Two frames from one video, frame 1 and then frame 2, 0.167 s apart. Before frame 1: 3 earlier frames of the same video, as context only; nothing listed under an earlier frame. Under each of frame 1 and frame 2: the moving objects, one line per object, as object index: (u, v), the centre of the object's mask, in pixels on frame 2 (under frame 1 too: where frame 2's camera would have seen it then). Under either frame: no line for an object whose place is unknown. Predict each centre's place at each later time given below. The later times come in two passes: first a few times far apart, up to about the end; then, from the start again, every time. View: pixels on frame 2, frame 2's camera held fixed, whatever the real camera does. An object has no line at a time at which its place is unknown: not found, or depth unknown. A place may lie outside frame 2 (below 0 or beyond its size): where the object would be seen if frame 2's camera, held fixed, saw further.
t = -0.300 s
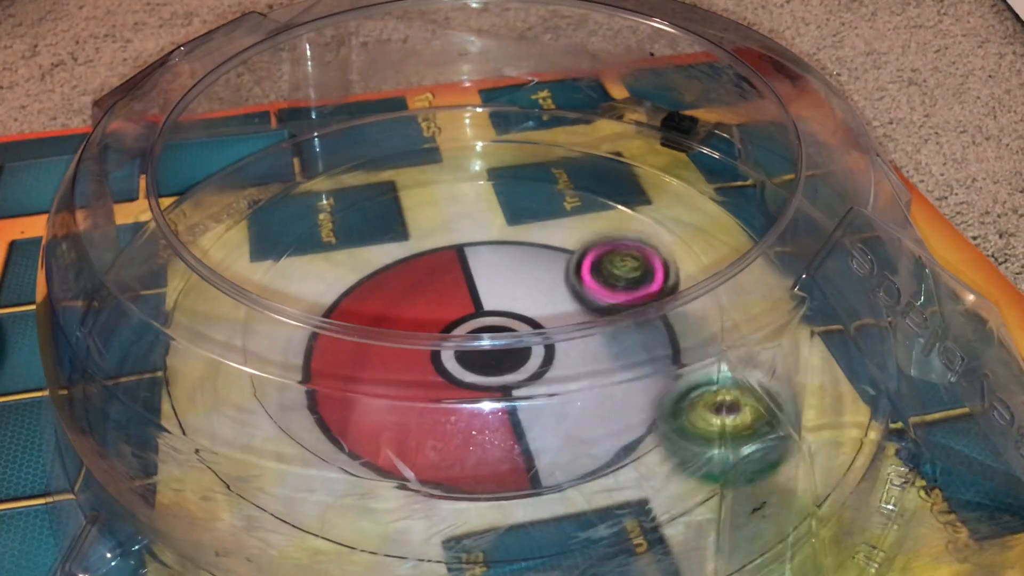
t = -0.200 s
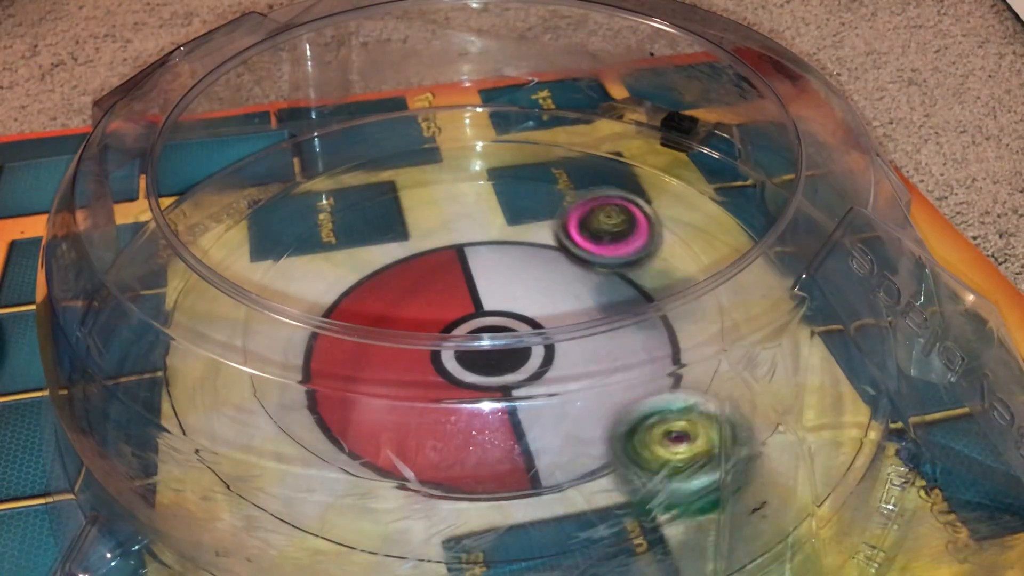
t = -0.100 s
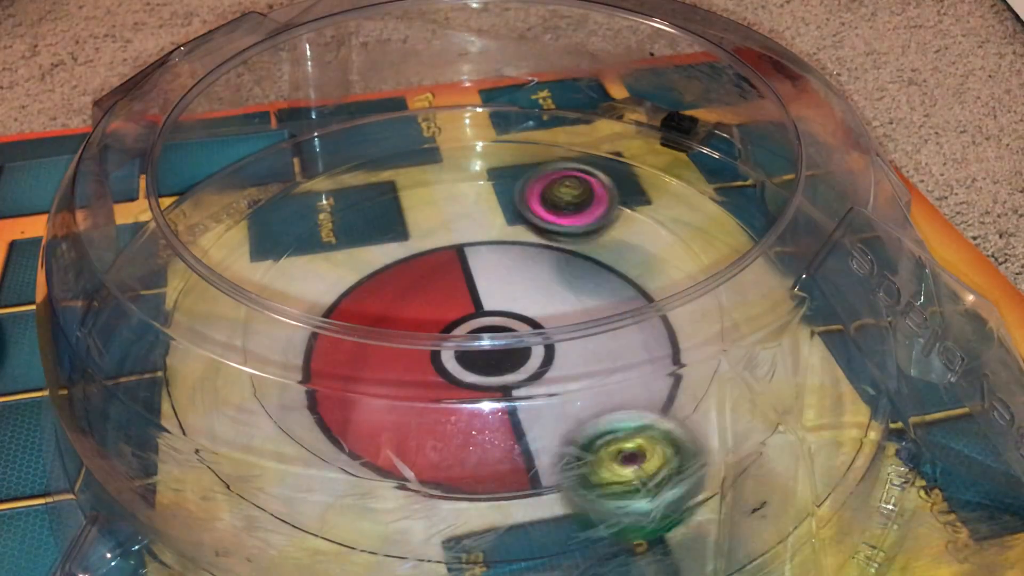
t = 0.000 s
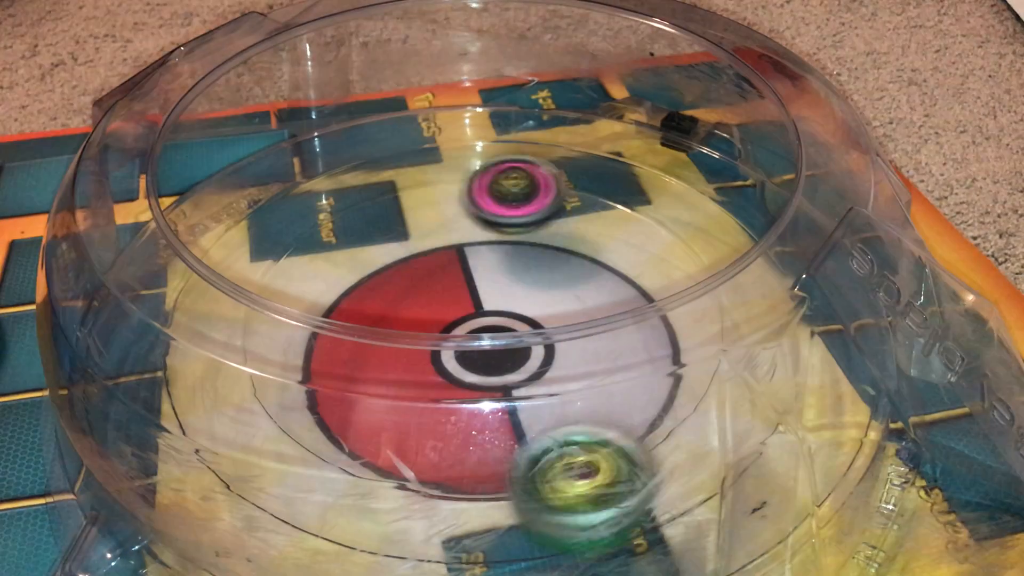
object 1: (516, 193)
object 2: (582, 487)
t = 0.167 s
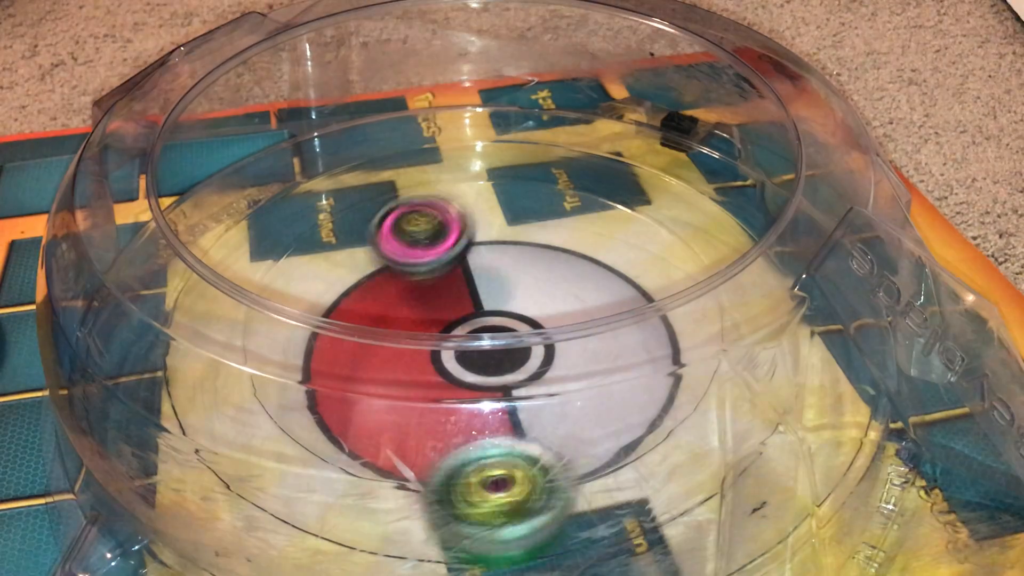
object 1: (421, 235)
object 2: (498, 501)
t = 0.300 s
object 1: (404, 301)
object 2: (433, 501)
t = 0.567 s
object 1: (587, 351)
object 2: (305, 472)
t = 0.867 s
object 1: (559, 246)
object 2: (208, 404)
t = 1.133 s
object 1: (401, 305)
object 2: (174, 327)
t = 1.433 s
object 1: (537, 383)
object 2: (198, 251)
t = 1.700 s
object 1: (527, 279)
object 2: (242, 195)
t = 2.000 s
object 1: (378, 306)
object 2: (320, 150)
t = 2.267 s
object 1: (486, 370)
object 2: (406, 126)
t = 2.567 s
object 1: (490, 276)
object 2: (503, 119)
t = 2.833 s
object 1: (401, 296)
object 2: (583, 128)
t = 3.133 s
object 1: (512, 334)
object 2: (666, 153)
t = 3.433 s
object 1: (510, 281)
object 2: (733, 200)
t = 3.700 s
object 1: (461, 291)
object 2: (760, 249)
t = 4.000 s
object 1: (510, 323)
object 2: (732, 305)
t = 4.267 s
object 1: (444, 284)
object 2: (651, 287)
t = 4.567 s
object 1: (343, 323)
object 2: (468, 296)
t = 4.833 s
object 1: (360, 397)
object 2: (475, 336)
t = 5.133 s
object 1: (444, 387)
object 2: (601, 225)
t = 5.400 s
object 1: (512, 295)
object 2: (502, 180)
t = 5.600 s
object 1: (505, 307)
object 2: (400, 176)
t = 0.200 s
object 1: (407, 253)
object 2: (478, 503)
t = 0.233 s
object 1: (400, 272)
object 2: (464, 503)
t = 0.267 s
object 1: (398, 290)
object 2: (449, 501)
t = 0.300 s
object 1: (404, 301)
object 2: (433, 501)
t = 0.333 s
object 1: (414, 327)
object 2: (412, 498)
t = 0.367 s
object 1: (433, 350)
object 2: (392, 497)
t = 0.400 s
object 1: (458, 361)
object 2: (376, 495)
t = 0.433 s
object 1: (485, 363)
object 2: (362, 489)
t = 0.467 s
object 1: (513, 378)
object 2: (345, 487)
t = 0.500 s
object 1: (540, 375)
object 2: (328, 483)
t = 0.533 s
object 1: (566, 363)
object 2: (316, 477)
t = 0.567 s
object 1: (587, 351)
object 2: (305, 472)
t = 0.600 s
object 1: (603, 337)
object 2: (291, 465)
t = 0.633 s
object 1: (615, 330)
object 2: (278, 458)
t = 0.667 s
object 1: (616, 305)
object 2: (265, 453)
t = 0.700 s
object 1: (616, 287)
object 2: (254, 445)
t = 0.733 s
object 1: (616, 280)
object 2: (247, 438)
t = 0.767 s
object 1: (611, 273)
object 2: (238, 431)
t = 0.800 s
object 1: (598, 260)
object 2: (228, 423)
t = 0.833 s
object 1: (580, 253)
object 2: (215, 414)
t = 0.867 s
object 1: (559, 246)
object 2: (208, 404)
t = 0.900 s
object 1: (536, 245)
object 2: (203, 396)
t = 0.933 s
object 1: (510, 247)
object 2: (200, 387)
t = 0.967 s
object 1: (484, 252)
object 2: (193, 378)
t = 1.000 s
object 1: (458, 262)
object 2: (186, 368)
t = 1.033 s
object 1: (435, 275)
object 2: (182, 357)
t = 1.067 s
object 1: (418, 286)
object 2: (176, 345)
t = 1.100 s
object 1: (406, 296)
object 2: (174, 335)
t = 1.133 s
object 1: (401, 305)
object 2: (174, 327)
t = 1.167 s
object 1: (396, 331)
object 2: (174, 321)
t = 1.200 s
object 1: (402, 351)
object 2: (173, 311)
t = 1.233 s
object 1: (411, 369)
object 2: (171, 302)
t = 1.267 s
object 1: (430, 384)
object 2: (180, 293)
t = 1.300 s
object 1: (451, 389)
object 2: (183, 286)
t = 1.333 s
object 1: (471, 392)
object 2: (181, 275)
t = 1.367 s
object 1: (495, 392)
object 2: (187, 265)
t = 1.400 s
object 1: (517, 388)
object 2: (193, 258)
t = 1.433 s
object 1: (537, 383)
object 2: (198, 251)
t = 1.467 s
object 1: (555, 377)
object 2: (215, 234)
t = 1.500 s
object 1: (570, 363)
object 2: (217, 229)
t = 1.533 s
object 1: (578, 350)
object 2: (217, 225)
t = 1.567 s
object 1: (580, 337)
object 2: (220, 220)
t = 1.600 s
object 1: (574, 312)
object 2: (223, 215)
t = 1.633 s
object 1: (562, 298)
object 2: (229, 208)
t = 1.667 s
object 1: (548, 292)
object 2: (235, 201)
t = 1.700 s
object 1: (527, 279)
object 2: (242, 195)
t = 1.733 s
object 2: (251, 189)
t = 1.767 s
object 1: (481, 271)
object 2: (259, 183)
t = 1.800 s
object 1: (458, 272)
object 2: (267, 177)
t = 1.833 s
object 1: (436, 274)
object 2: (276, 171)
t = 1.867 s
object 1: (416, 279)
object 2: (286, 166)
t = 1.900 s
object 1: (400, 285)
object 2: (295, 161)
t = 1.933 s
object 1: (386, 292)
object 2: (302, 159)
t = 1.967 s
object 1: (379, 300)
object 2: (311, 155)
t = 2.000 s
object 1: (378, 306)
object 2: (320, 150)
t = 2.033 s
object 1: (374, 328)
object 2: (331, 146)
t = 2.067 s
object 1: (379, 344)
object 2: (341, 142)
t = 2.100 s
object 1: (390, 354)
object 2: (350, 139)
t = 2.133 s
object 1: (404, 368)
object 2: (361, 137)
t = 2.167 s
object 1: (424, 371)
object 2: (372, 134)
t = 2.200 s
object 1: (446, 379)
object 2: (383, 131)
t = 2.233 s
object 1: (467, 372)
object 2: (395, 128)
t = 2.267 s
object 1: (486, 370)
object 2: (406, 126)
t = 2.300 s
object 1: (496, 356)
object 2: (417, 124)
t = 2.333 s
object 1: (512, 347)
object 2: (427, 123)
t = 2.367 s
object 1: (518, 344)
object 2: (438, 122)
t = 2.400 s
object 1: (524, 328)
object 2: (450, 120)
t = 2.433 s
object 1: (525, 305)
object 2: (462, 119)
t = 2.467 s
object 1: (523, 299)
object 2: (471, 119)
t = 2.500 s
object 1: (515, 294)
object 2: (482, 119)
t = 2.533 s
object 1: (503, 284)
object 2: (493, 119)
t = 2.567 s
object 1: (490, 276)
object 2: (503, 119)
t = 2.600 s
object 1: (473, 270)
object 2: (513, 119)
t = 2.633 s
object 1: (456, 266)
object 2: (522, 120)
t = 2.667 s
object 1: (438, 266)
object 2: (532, 120)
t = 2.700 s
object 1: (422, 269)
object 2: (542, 121)
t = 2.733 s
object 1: (411, 276)
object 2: (552, 122)
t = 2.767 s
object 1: (404, 282)
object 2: (562, 123)
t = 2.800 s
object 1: (400, 289)
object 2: (573, 125)
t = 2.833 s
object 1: (401, 296)
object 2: (583, 128)
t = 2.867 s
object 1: (405, 301)
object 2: (593, 130)
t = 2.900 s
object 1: (413, 316)
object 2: (604, 132)
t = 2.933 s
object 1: (425, 325)
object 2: (614, 134)
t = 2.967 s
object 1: (439, 332)
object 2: (623, 137)
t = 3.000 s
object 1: (456, 335)
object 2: (631, 139)
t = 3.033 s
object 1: (474, 336)
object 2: (640, 141)
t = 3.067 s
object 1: (488, 335)
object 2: (648, 145)
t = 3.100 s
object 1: (502, 336)
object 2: (656, 148)
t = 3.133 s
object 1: (512, 334)
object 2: (666, 153)
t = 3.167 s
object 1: (520, 323)
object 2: (676, 157)
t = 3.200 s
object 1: (524, 317)
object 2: (686, 162)
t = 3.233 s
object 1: (523, 303)
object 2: (693, 168)
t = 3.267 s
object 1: (524, 300)
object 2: (702, 172)
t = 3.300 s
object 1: (524, 296)
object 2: (711, 178)
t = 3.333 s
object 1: (522, 291)
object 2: (718, 183)
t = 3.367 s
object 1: (519, 288)
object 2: (724, 189)
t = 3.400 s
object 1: (515, 285)
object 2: (730, 195)
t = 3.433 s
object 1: (510, 281)
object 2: (733, 200)
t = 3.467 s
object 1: (505, 278)
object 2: (736, 204)
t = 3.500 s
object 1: (498, 277)
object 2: (738, 209)
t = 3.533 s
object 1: (491, 276)
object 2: (739, 213)
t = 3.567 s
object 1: (483, 276)
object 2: (759, 227)
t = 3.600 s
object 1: (475, 277)
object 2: (761, 232)
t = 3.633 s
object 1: (468, 281)
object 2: (761, 238)
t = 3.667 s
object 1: (464, 286)
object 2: (760, 244)
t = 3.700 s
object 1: (461, 291)
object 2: (760, 249)
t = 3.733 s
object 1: (459, 297)
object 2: (759, 255)
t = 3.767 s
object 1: (462, 302)
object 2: (757, 262)
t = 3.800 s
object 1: (465, 306)
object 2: (755, 268)
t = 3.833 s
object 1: (471, 309)
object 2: (753, 276)
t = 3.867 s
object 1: (479, 312)
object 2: (751, 284)
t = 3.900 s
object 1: (487, 323)
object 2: (747, 290)
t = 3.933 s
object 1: (495, 325)
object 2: (742, 295)
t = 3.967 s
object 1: (502, 325)
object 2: (736, 301)
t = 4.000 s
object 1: (510, 323)
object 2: (732, 305)
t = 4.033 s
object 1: (516, 321)
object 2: (715, 308)
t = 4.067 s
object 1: (521, 309)
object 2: (699, 309)
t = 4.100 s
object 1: (526, 319)
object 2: (684, 309)
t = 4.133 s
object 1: (528, 306)
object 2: (665, 304)
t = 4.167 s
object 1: (530, 304)
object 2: (646, 299)
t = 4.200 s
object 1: (503, 299)
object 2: (651, 294)
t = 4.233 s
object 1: (471, 289)
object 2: (657, 290)
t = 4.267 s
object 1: (444, 284)
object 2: (651, 287)
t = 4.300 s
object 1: (420, 275)
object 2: (640, 283)
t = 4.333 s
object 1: (402, 274)
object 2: (623, 276)
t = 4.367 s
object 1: (387, 275)
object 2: (604, 277)
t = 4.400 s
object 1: (376, 279)
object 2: (581, 279)
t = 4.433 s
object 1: (367, 285)
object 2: (554, 281)
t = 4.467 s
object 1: (362, 290)
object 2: (526, 284)
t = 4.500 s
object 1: (360, 296)
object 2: (499, 287)
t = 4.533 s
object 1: (360, 302)
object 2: (476, 293)
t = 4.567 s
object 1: (343, 323)
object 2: (468, 296)
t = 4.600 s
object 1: (324, 335)
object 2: (471, 299)
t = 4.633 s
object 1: (313, 342)
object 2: (472, 302)
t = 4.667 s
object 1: (308, 353)
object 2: (471, 305)
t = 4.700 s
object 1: (311, 368)
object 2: (469, 316)
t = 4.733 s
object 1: (319, 376)
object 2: (468, 324)
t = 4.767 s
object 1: (329, 382)
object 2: (472, 333)
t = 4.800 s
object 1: (344, 390)
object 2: (473, 335)
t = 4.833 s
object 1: (360, 397)
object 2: (475, 336)
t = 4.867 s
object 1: (379, 398)
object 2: (483, 343)
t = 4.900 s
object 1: (400, 403)
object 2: (490, 342)
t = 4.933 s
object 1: (406, 404)
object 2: (508, 336)
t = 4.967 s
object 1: (398, 406)
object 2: (548, 315)
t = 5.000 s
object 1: (396, 406)
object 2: (572, 290)
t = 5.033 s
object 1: (400, 401)
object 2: (596, 276)
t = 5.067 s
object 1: (410, 398)
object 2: (605, 258)
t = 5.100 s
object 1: (427, 392)
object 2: (605, 241)
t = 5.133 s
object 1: (444, 387)
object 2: (601, 225)
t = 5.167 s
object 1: (461, 381)
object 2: (595, 213)
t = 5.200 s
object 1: (476, 363)
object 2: (587, 200)
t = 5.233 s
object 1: (491, 354)
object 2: (577, 194)
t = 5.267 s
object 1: (498, 346)
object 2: (563, 188)
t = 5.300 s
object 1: (507, 338)
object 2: (549, 183)
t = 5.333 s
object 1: (508, 325)
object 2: (534, 179)
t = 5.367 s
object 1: (510, 304)
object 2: (518, 179)
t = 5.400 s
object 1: (512, 295)
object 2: (502, 180)
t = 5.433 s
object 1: (511, 288)
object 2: (487, 184)
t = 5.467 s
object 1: (507, 277)
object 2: (472, 190)
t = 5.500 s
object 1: (504, 273)
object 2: (456, 191)
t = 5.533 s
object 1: (506, 288)
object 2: (433, 179)
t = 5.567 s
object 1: (506, 300)
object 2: (415, 175)
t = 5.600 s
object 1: (505, 307)
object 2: (400, 176)
